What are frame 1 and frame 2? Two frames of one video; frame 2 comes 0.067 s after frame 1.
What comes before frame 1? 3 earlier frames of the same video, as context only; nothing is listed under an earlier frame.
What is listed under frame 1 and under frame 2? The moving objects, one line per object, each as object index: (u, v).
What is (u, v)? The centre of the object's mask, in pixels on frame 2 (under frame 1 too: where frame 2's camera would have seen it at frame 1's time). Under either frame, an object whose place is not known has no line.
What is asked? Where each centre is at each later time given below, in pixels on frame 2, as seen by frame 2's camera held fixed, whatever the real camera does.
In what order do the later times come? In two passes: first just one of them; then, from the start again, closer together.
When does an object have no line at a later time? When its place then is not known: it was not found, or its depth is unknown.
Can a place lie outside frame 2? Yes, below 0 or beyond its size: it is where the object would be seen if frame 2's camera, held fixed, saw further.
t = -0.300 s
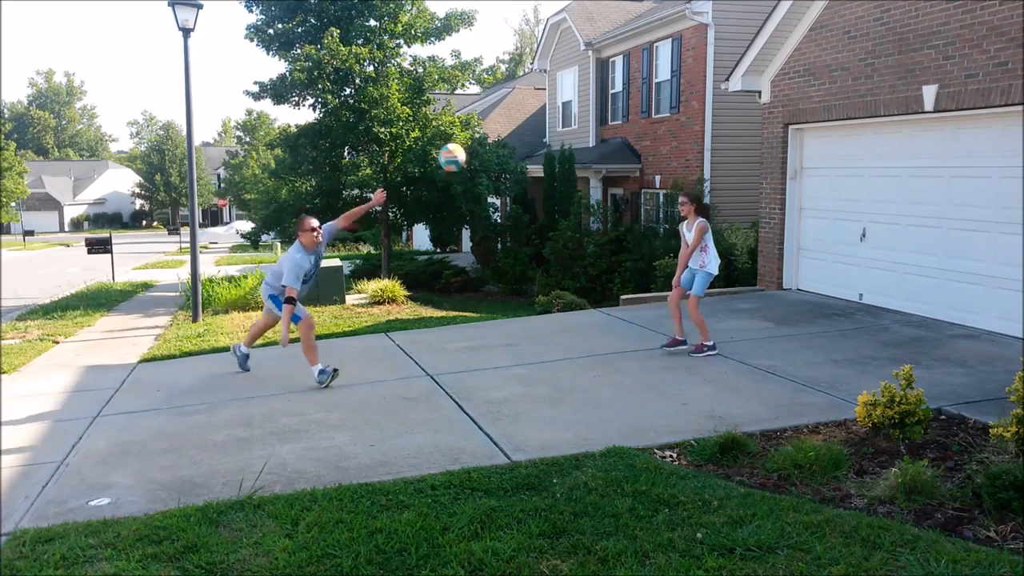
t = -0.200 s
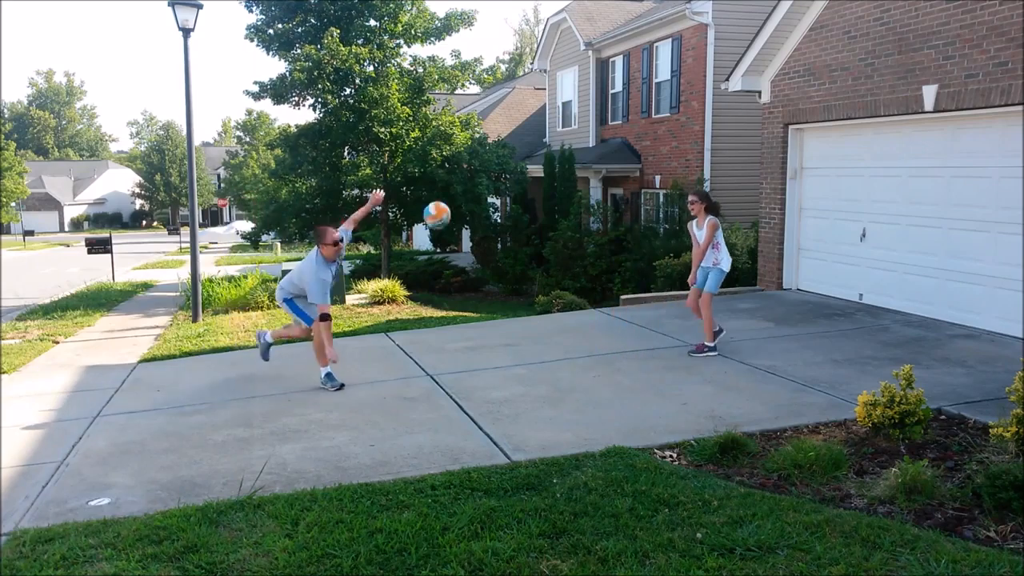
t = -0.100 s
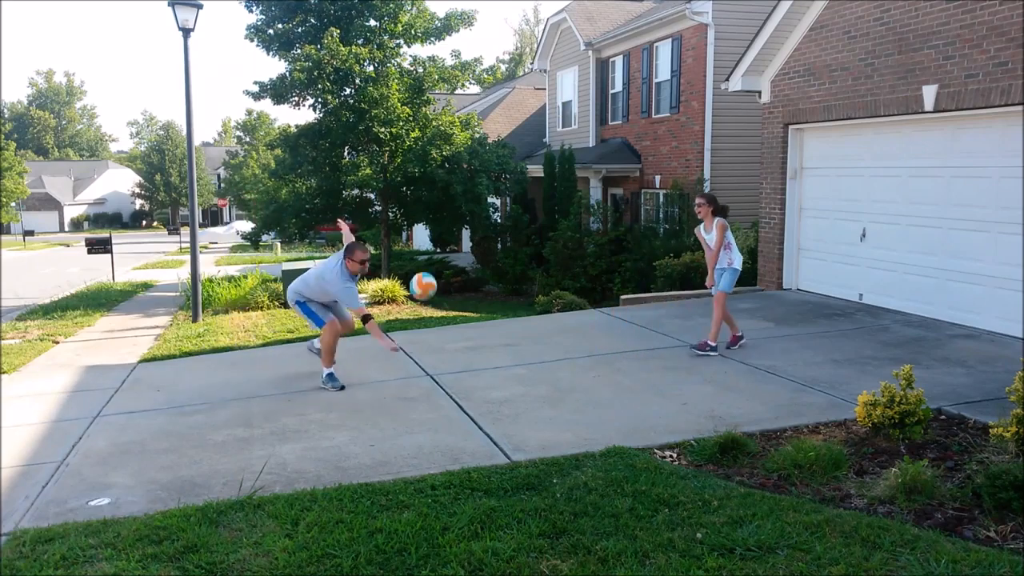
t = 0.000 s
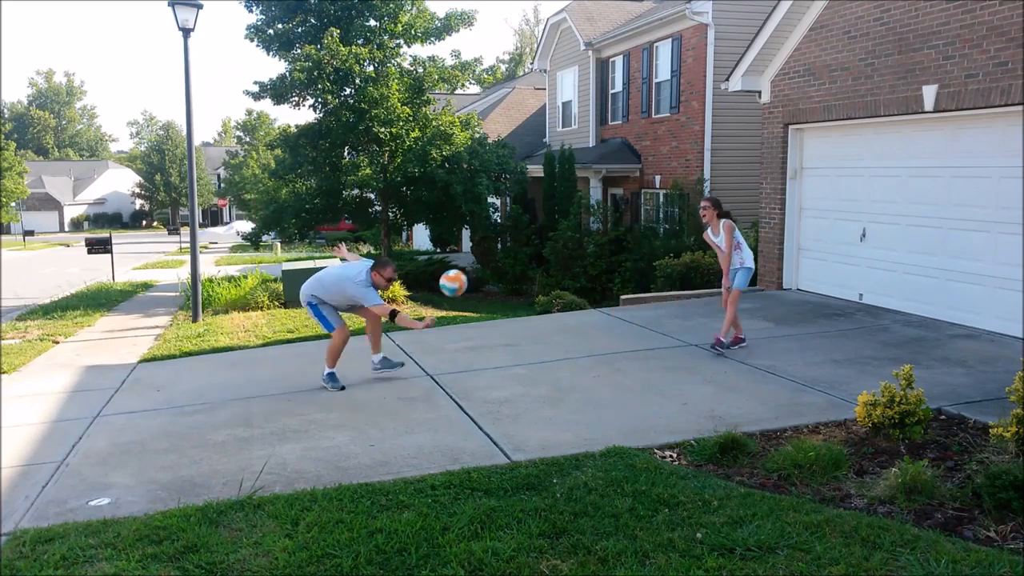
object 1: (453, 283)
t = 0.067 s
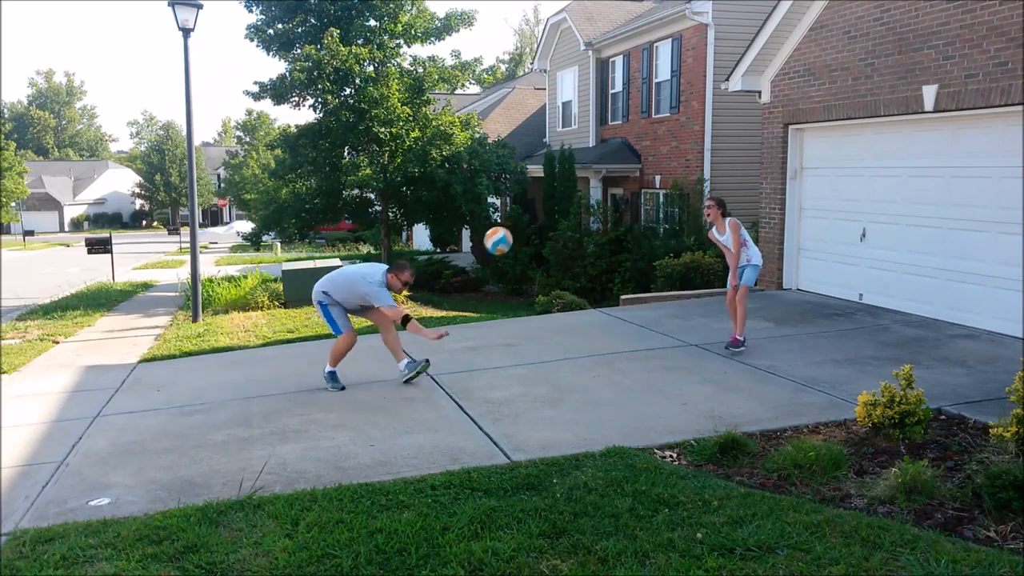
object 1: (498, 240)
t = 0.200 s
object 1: (592, 166)
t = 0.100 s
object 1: (521, 220)
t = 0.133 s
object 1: (544, 201)
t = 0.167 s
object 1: (569, 183)
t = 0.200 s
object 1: (592, 166)
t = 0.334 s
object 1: (696, 107)
